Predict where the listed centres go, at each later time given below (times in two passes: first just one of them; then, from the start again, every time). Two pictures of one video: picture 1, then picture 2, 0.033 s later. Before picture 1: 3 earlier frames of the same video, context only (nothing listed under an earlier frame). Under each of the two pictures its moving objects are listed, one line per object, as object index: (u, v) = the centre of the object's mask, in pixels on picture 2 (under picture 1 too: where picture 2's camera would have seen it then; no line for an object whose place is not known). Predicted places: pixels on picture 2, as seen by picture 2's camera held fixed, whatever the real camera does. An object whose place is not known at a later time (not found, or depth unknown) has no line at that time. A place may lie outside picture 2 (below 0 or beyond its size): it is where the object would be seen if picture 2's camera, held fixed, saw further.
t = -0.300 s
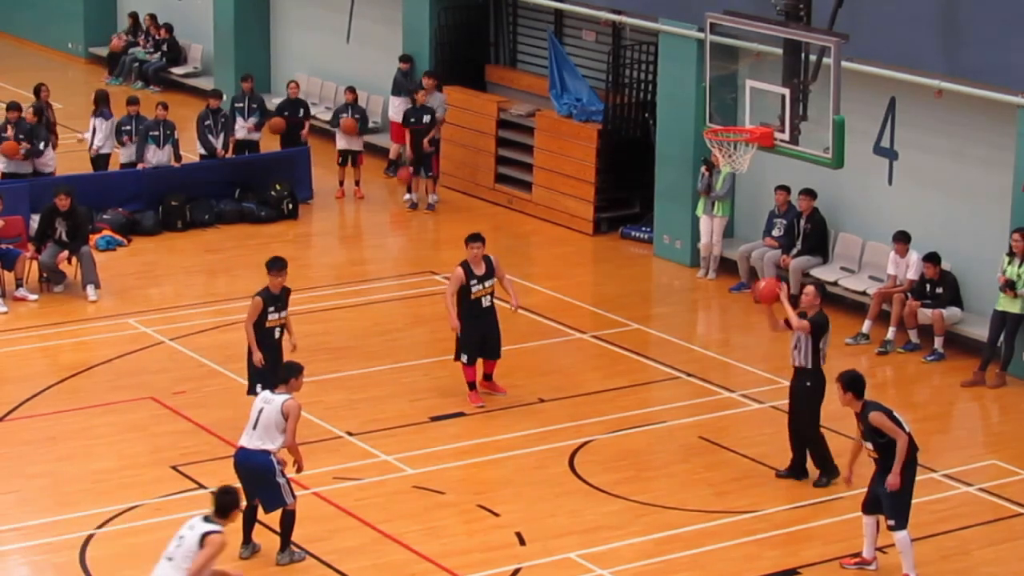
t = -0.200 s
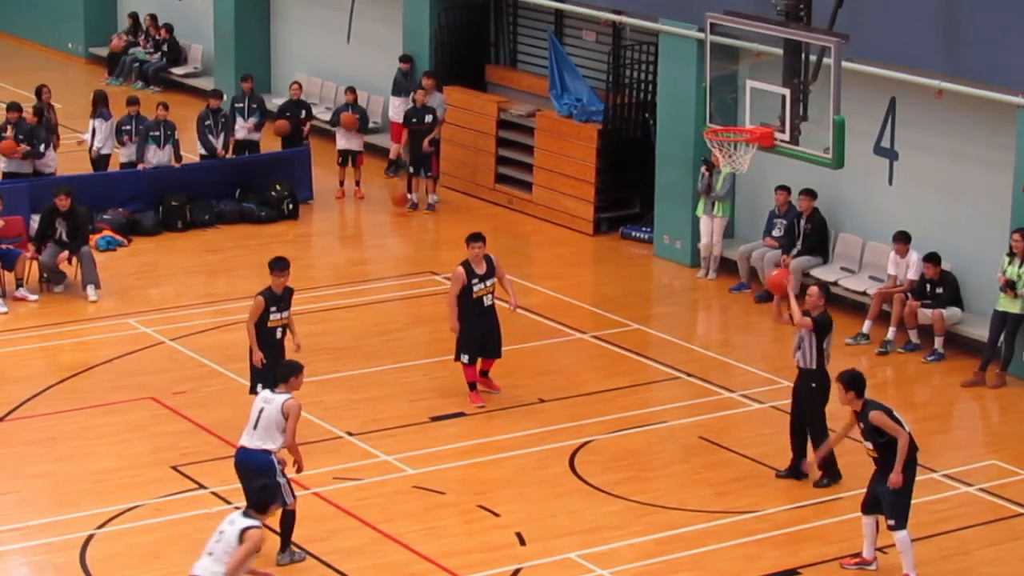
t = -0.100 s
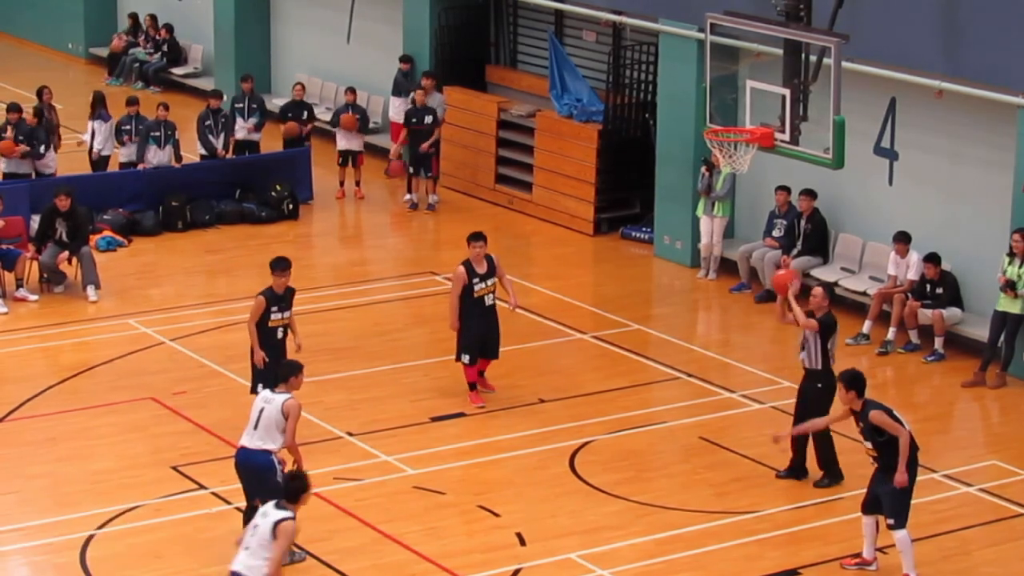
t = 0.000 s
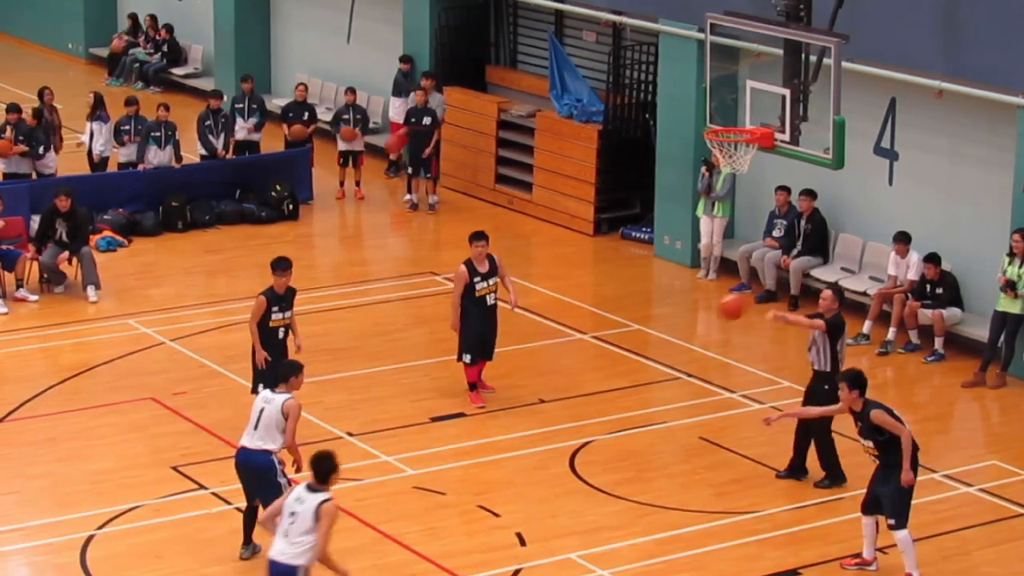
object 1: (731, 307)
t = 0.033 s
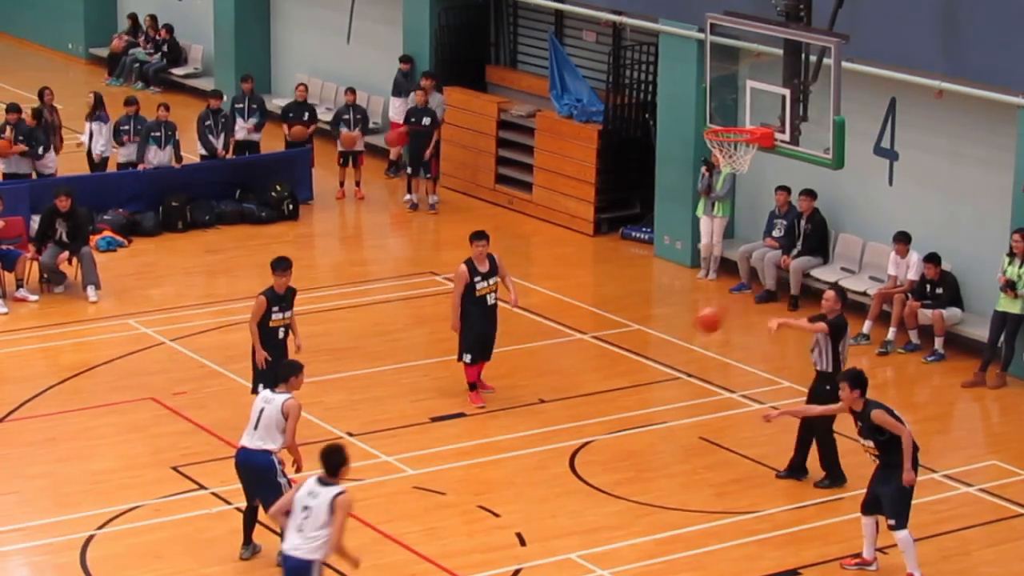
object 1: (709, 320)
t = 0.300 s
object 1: (524, 472)
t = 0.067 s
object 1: (687, 333)
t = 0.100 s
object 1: (664, 350)
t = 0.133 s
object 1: (640, 367)
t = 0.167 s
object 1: (616, 385)
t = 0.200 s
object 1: (593, 405)
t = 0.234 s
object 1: (570, 426)
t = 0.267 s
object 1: (547, 448)
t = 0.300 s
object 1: (524, 472)
